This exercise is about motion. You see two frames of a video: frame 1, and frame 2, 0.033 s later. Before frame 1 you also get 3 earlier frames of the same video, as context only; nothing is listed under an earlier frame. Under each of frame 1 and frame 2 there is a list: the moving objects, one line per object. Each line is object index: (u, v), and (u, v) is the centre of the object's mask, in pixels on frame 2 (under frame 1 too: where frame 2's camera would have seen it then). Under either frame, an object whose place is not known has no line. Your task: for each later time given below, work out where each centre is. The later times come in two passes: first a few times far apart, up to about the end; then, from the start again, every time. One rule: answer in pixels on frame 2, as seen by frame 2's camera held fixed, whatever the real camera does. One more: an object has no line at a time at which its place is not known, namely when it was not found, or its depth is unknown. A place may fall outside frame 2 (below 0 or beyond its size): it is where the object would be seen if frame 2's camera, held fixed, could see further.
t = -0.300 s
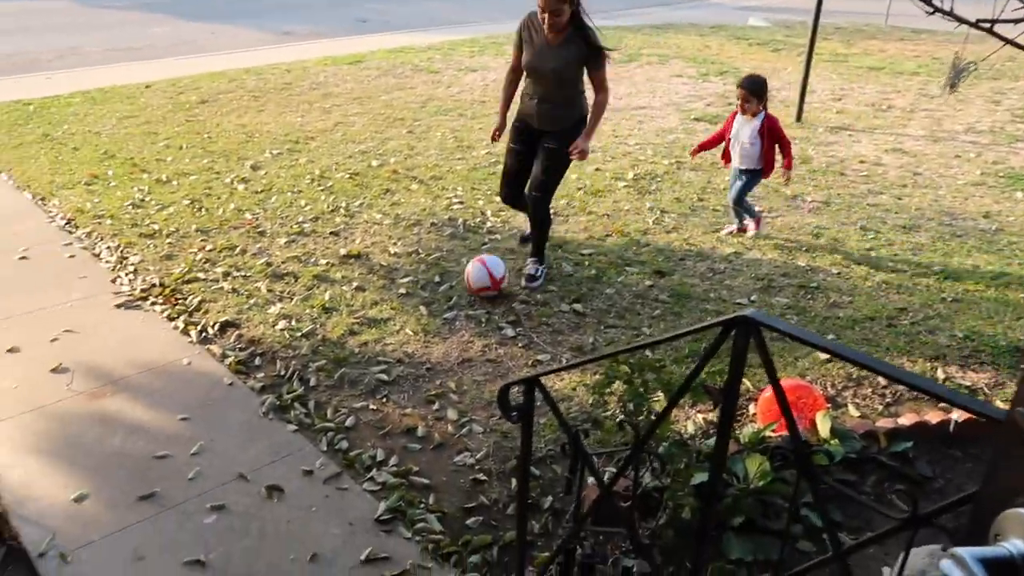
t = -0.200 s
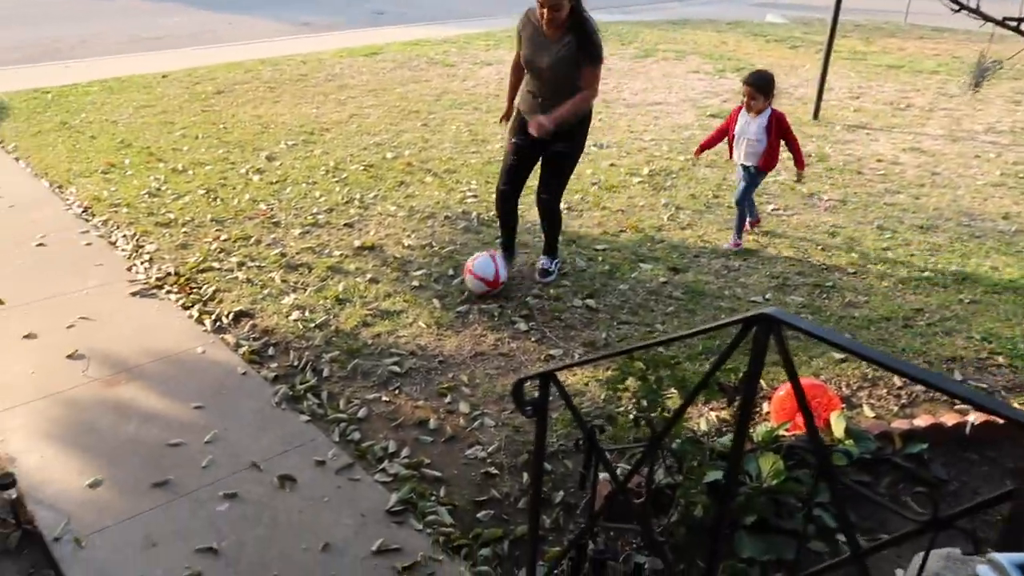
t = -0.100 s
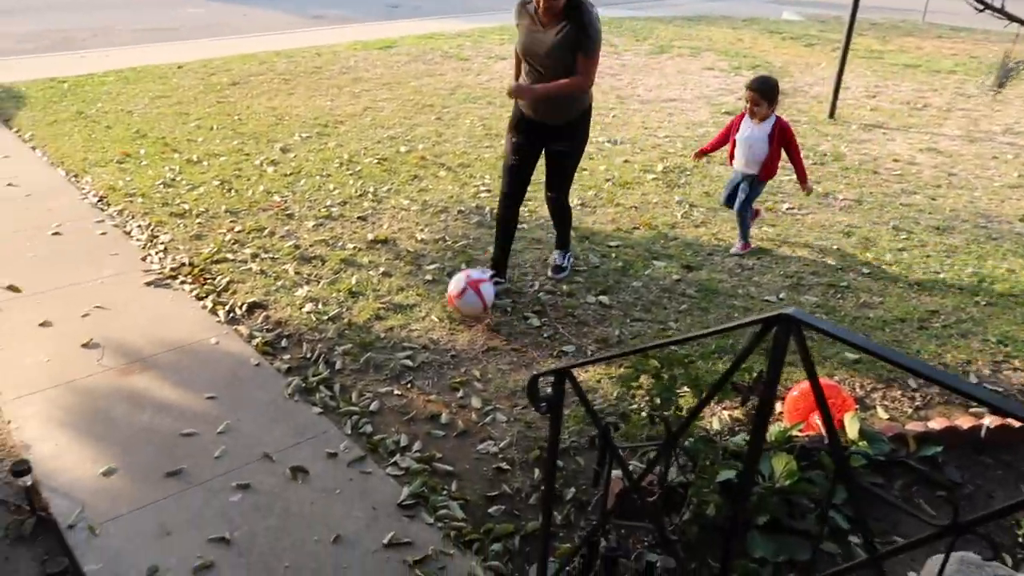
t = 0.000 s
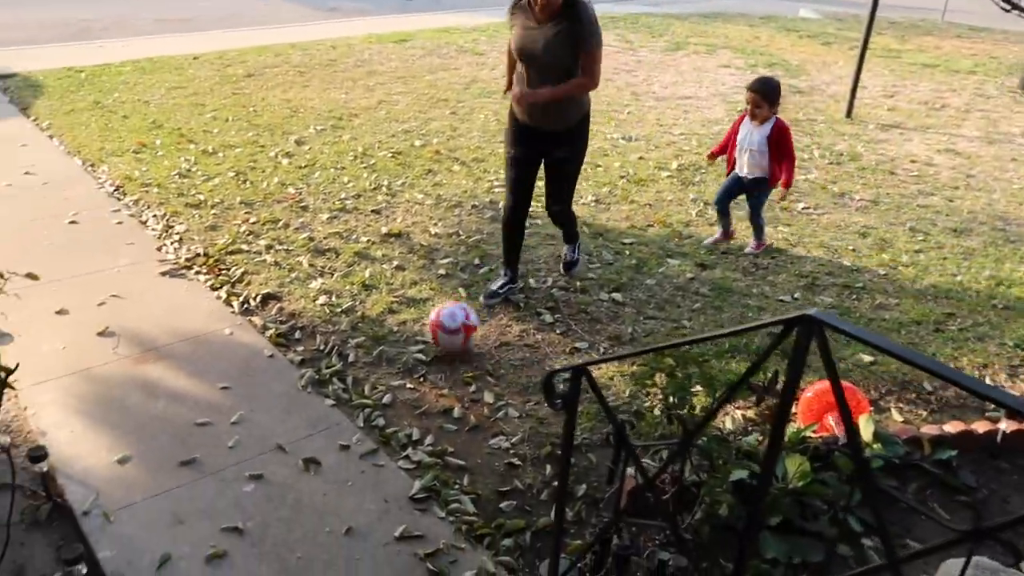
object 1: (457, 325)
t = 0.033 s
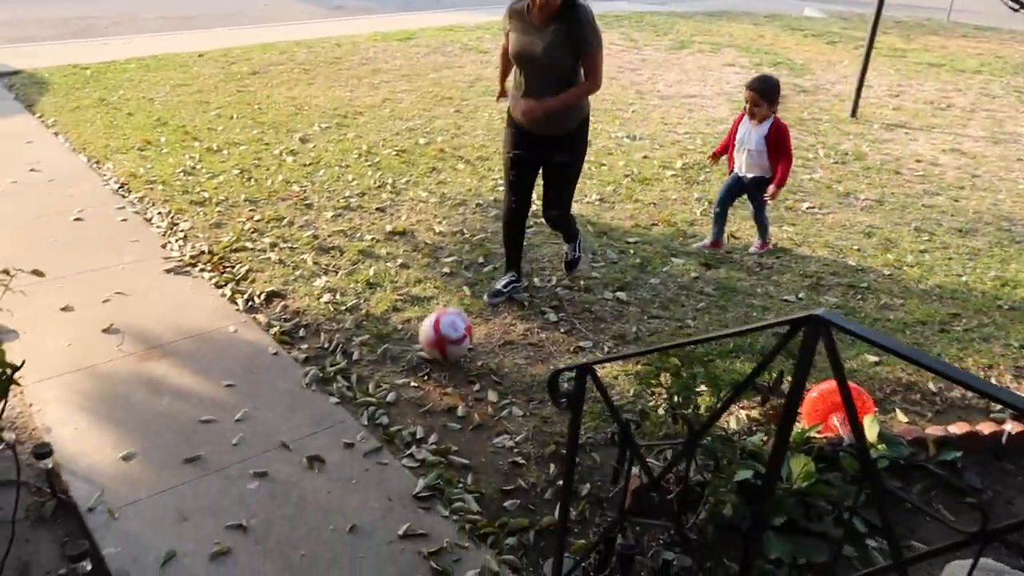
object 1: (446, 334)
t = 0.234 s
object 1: (381, 402)
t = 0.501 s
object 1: (286, 472)
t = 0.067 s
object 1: (434, 347)
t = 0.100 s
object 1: (424, 360)
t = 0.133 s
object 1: (414, 371)
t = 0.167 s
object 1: (402, 379)
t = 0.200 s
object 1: (391, 389)
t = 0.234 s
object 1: (381, 402)
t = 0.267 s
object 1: (369, 415)
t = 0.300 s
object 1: (359, 418)
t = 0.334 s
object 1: (347, 423)
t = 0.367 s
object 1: (336, 432)
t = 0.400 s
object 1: (324, 444)
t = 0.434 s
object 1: (311, 459)
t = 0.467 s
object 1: (299, 466)
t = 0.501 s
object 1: (286, 472)
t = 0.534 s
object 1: (272, 485)
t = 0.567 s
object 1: (259, 498)
